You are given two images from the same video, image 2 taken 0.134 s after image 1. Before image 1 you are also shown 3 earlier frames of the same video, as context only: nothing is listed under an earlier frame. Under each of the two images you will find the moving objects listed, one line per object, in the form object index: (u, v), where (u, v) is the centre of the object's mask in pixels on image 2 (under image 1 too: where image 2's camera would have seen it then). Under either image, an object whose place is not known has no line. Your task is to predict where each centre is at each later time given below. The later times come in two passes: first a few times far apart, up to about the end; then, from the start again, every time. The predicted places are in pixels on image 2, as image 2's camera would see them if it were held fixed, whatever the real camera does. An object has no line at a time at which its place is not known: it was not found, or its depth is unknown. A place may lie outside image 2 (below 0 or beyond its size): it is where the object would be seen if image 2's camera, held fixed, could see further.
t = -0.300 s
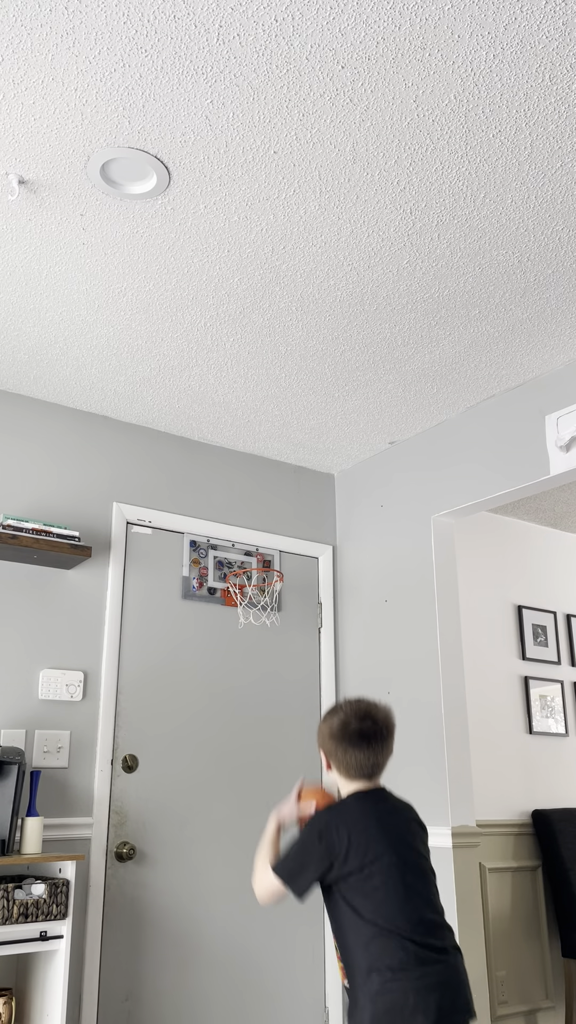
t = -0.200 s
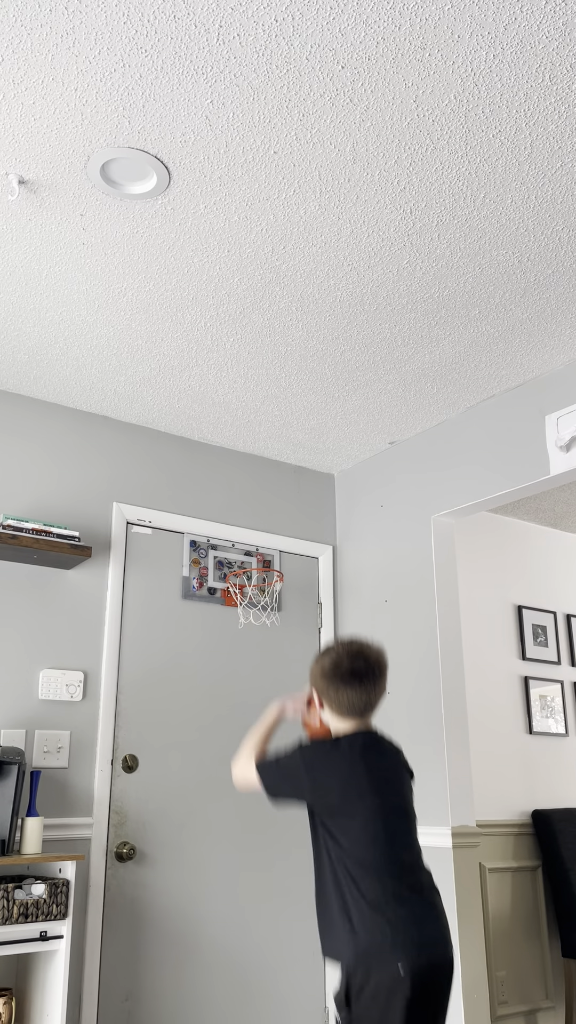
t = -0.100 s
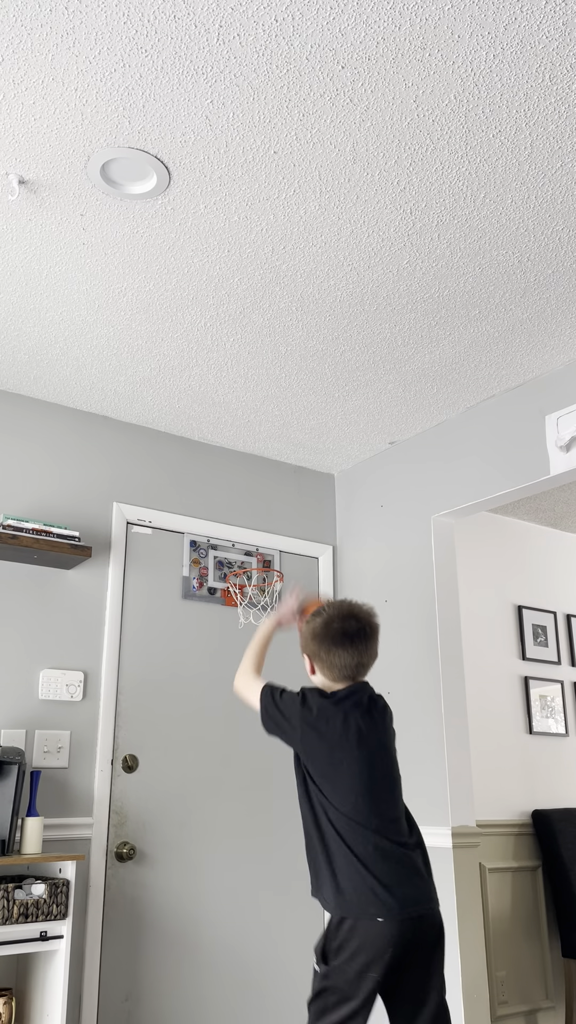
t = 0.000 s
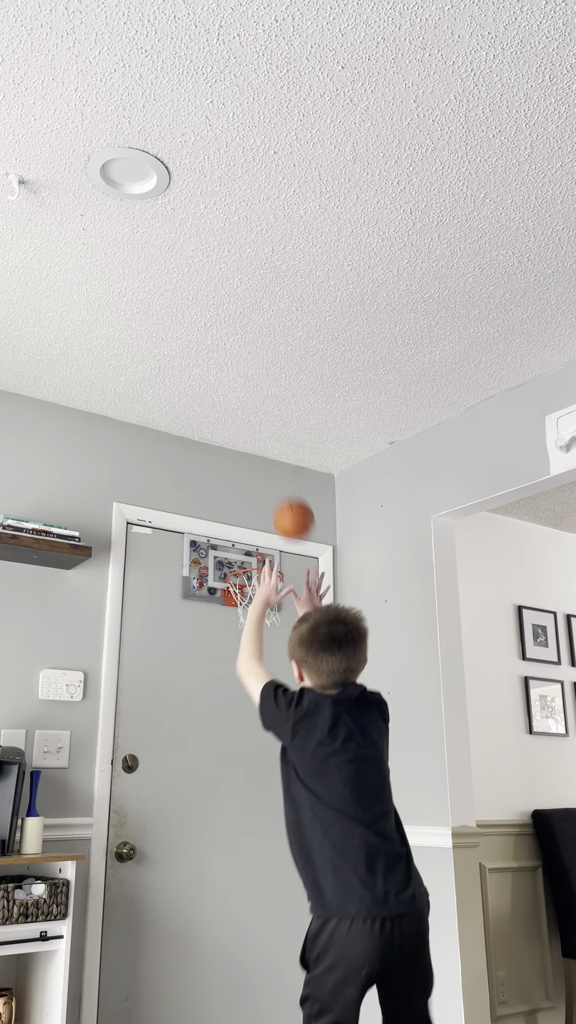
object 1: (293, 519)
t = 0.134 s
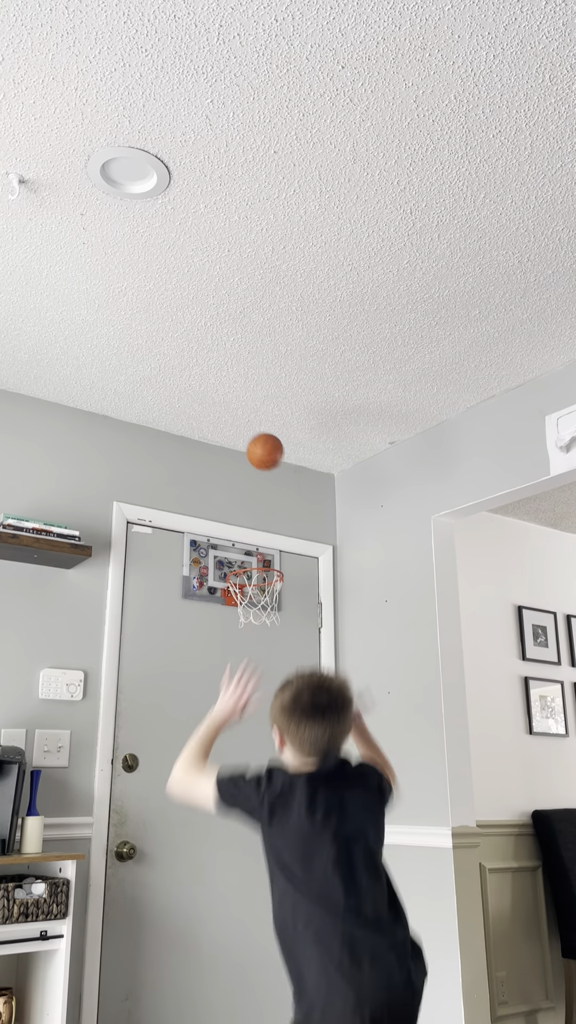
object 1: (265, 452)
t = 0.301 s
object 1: (235, 445)
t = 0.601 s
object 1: (237, 543)
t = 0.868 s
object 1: (294, 721)
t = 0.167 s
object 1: (259, 444)
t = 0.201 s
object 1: (253, 440)
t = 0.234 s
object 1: (246, 439)
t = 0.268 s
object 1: (241, 441)
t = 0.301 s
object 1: (235, 445)
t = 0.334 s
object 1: (229, 452)
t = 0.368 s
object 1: (224, 461)
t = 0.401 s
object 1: (219, 472)
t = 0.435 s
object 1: (214, 485)
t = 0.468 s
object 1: (208, 501)
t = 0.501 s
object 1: (212, 509)
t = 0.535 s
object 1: (220, 517)
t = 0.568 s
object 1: (228, 529)
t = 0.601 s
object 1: (237, 543)
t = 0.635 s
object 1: (244, 559)
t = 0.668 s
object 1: (251, 570)
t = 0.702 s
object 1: (257, 586)
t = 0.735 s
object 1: (265, 606)
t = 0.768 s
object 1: (272, 628)
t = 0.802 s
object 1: (279, 654)
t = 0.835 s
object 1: (286, 684)
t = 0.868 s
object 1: (294, 721)
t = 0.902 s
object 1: (302, 764)
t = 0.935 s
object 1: (311, 814)
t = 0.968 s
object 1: (319, 873)
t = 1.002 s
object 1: (331, 937)
